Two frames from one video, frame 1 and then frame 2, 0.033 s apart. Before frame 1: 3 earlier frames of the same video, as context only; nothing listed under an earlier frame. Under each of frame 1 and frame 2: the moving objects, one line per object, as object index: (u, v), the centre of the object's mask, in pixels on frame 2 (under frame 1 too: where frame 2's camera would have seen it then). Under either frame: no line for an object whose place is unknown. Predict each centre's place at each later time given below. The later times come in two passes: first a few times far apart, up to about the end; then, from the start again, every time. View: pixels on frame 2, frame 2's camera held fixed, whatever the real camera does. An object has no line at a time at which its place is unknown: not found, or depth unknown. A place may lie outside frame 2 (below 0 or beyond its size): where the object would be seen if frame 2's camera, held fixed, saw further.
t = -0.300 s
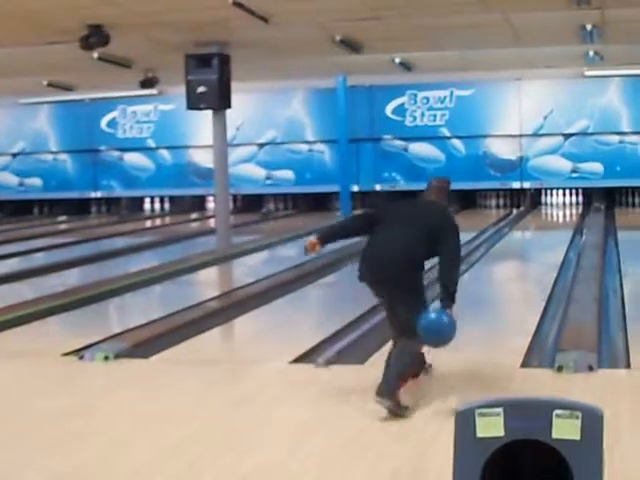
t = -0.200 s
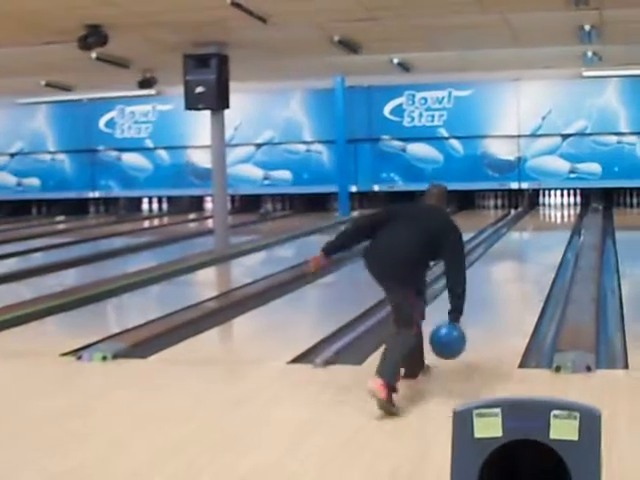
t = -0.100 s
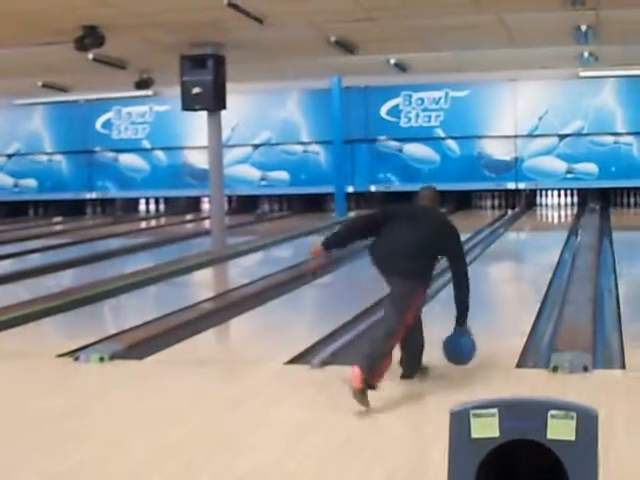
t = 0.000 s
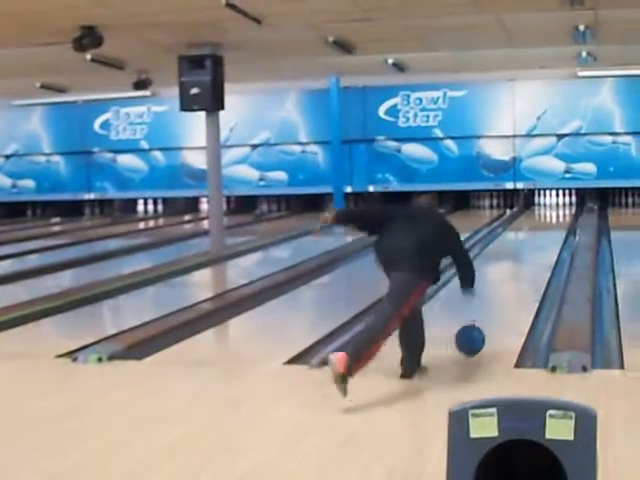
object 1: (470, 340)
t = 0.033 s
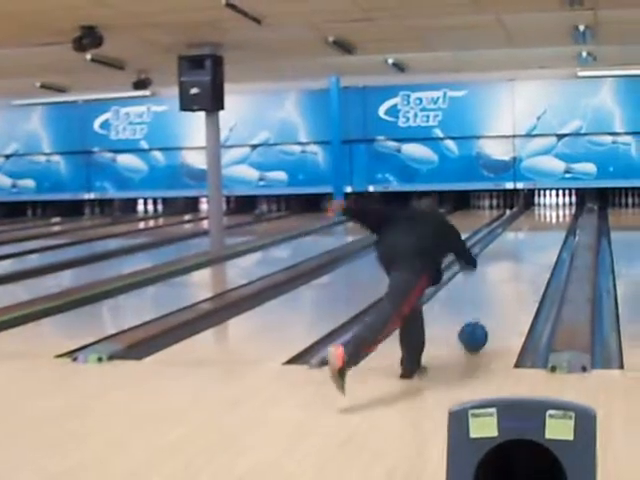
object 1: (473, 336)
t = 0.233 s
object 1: (489, 309)
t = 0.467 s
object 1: (502, 285)
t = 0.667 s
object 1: (512, 269)
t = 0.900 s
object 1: (518, 256)
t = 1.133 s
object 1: (527, 242)
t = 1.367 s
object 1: (529, 235)
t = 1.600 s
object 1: (534, 227)
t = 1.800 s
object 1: (536, 222)
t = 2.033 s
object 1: (540, 217)
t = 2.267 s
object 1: (541, 213)
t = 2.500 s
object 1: (543, 209)
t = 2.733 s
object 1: (545, 207)
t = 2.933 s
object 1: (545, 205)
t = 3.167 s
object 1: (542, 202)
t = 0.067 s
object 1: (476, 331)
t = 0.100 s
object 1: (479, 326)
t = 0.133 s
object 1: (482, 321)
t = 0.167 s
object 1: (484, 317)
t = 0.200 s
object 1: (486, 313)
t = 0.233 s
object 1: (489, 309)
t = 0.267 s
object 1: (491, 305)
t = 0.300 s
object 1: (493, 301)
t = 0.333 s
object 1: (495, 298)
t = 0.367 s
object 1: (497, 294)
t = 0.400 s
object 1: (499, 291)
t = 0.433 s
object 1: (501, 288)
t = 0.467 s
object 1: (502, 285)
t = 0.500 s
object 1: (504, 283)
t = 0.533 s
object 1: (506, 280)
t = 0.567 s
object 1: (507, 277)
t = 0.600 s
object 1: (509, 274)
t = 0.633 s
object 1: (510, 271)
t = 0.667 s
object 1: (512, 269)
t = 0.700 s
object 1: (513, 267)
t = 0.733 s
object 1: (514, 265)
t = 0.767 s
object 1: (515, 263)
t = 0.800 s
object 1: (516, 261)
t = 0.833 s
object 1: (517, 259)
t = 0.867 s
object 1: (518, 257)
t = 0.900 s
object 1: (518, 256)
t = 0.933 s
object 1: (520, 254)
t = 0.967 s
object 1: (521, 252)
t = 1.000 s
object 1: (522, 250)
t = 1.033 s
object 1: (523, 249)
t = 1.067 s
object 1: (523, 247)
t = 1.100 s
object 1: (524, 246)
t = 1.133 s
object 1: (527, 242)
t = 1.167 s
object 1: (526, 243)
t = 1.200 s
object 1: (526, 242)
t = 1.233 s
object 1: (527, 240)
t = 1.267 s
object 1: (528, 240)
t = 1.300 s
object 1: (529, 238)
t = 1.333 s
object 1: (529, 237)
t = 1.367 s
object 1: (529, 235)
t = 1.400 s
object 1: (530, 234)
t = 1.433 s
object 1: (531, 233)
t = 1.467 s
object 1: (532, 232)
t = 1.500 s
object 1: (533, 231)
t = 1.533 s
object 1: (533, 230)
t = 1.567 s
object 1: (534, 227)
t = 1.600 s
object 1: (534, 227)
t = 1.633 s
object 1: (534, 226)
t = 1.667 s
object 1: (535, 226)
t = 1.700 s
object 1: (535, 225)
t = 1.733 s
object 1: (536, 225)
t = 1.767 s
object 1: (536, 223)
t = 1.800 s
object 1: (536, 222)
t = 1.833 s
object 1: (537, 222)
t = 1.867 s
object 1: (537, 222)
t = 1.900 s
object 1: (538, 220)
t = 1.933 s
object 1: (539, 219)
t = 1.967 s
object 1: (540, 217)
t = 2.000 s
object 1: (540, 217)
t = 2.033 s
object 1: (540, 217)
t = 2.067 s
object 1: (540, 217)
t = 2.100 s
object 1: (541, 215)
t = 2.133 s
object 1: (541, 216)
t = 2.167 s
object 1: (541, 214)
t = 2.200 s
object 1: (541, 214)
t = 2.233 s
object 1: (541, 213)
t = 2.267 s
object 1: (541, 213)
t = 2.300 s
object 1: (542, 213)
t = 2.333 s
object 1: (543, 212)
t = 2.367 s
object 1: (543, 212)
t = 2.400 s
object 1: (543, 212)
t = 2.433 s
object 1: (543, 212)
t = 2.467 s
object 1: (543, 210)
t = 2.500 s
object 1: (543, 209)
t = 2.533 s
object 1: (544, 208)
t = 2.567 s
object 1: (545, 208)
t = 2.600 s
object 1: (545, 207)
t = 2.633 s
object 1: (545, 207)
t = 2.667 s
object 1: (544, 207)
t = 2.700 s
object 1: (545, 207)
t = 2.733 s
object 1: (545, 207)
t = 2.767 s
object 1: (545, 206)
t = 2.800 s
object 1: (545, 206)
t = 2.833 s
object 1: (545, 206)
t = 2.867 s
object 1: (545, 205)
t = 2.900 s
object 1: (546, 205)
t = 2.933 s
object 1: (545, 205)
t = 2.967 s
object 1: (546, 203)
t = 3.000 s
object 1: (546, 203)
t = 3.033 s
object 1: (547, 202)
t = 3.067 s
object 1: (545, 202)
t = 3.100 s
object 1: (543, 201)
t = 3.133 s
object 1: (543, 202)
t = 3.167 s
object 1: (542, 202)
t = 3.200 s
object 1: (541, 200)
